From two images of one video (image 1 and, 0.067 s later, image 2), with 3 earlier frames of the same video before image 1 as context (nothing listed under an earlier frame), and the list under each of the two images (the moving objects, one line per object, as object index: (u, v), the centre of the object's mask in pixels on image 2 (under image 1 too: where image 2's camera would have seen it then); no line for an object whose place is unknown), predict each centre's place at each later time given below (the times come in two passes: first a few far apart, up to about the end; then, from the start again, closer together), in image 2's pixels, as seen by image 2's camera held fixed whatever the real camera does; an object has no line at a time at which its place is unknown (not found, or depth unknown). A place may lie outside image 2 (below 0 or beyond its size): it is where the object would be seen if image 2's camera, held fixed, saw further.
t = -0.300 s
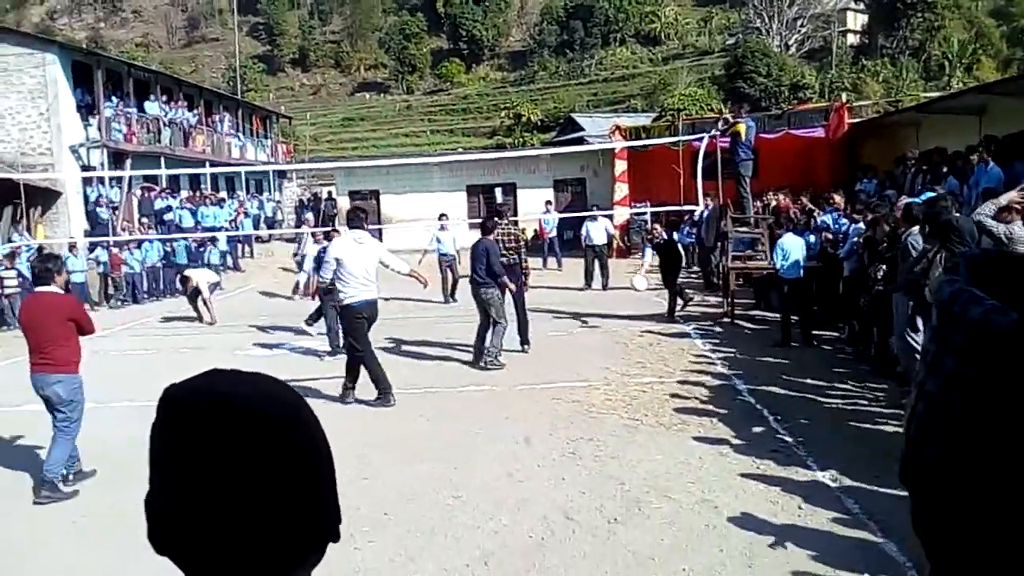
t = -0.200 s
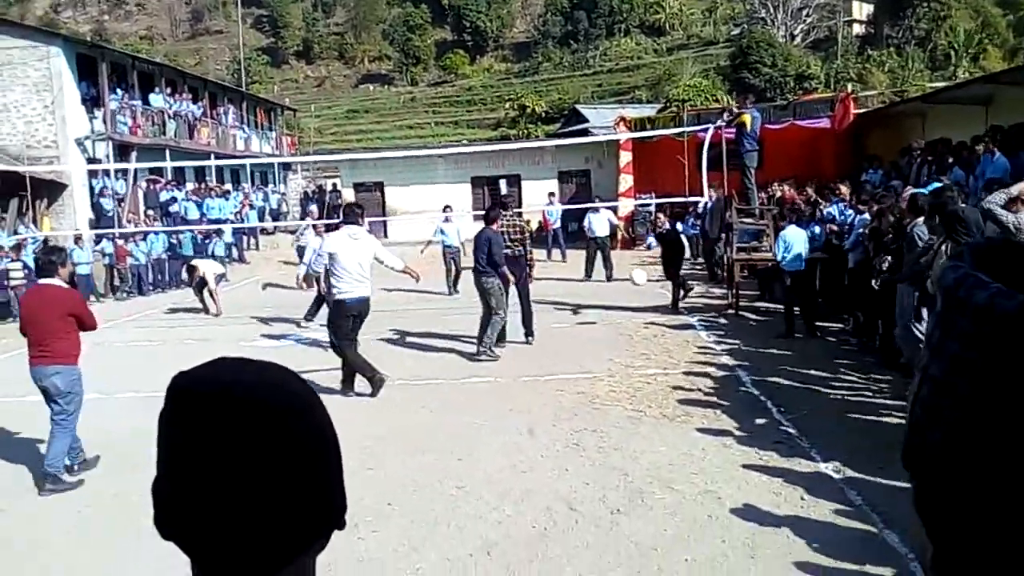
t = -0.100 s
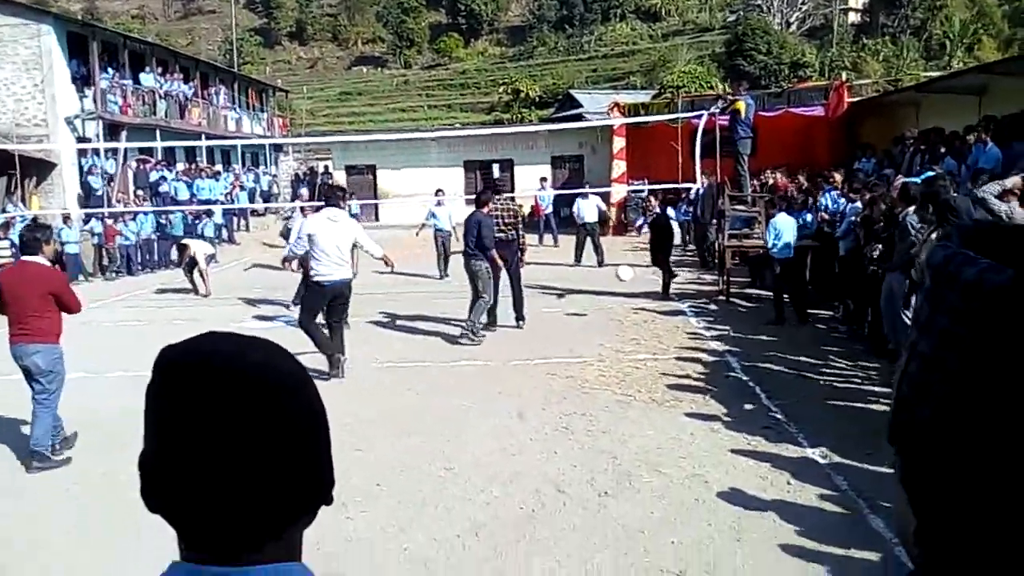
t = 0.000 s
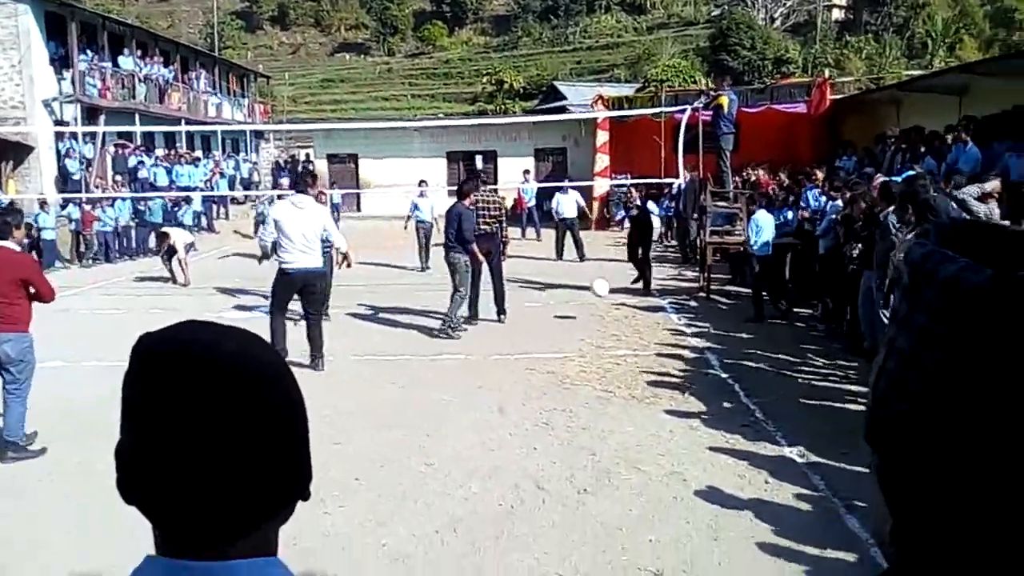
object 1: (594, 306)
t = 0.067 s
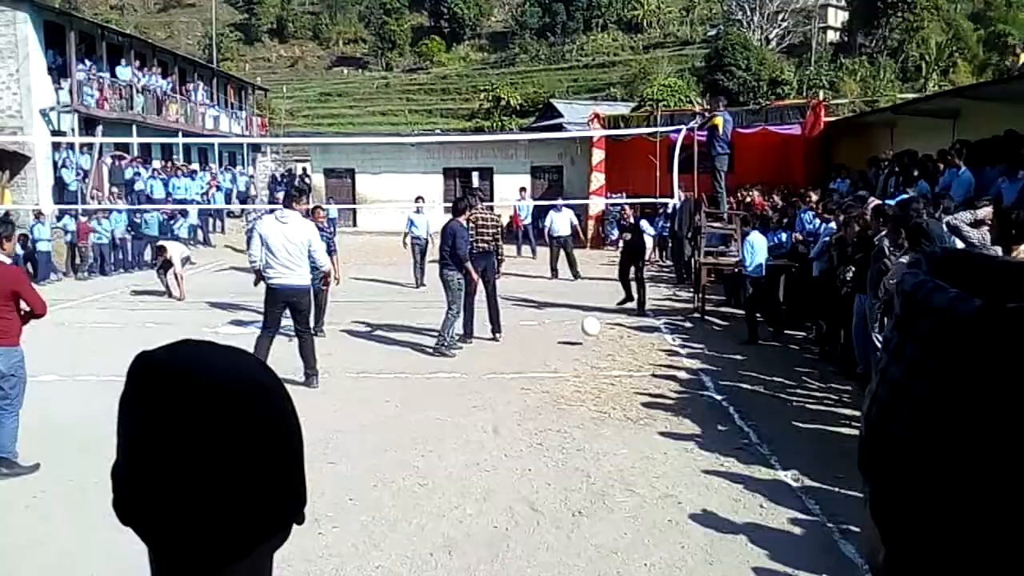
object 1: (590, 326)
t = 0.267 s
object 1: (580, 323)
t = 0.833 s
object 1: (547, 366)
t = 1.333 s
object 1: (498, 434)
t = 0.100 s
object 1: (588, 337)
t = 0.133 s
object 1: (586, 336)
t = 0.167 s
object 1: (585, 331)
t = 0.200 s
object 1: (583, 327)
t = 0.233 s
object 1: (582, 324)
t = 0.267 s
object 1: (580, 323)
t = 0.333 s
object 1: (576, 322)
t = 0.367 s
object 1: (574, 323)
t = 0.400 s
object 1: (572, 326)
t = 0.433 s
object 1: (570, 329)
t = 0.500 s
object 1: (566, 340)
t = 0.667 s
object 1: (556, 360)
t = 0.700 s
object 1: (555, 359)
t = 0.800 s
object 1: (548, 362)
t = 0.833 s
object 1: (547, 366)
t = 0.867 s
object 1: (545, 370)
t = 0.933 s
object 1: (540, 386)
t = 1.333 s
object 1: (498, 434)
